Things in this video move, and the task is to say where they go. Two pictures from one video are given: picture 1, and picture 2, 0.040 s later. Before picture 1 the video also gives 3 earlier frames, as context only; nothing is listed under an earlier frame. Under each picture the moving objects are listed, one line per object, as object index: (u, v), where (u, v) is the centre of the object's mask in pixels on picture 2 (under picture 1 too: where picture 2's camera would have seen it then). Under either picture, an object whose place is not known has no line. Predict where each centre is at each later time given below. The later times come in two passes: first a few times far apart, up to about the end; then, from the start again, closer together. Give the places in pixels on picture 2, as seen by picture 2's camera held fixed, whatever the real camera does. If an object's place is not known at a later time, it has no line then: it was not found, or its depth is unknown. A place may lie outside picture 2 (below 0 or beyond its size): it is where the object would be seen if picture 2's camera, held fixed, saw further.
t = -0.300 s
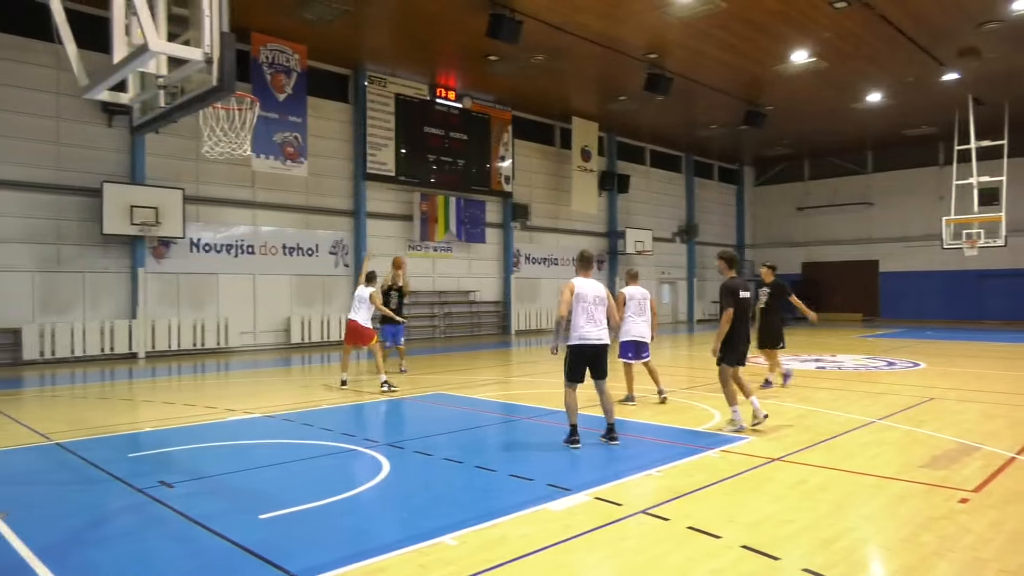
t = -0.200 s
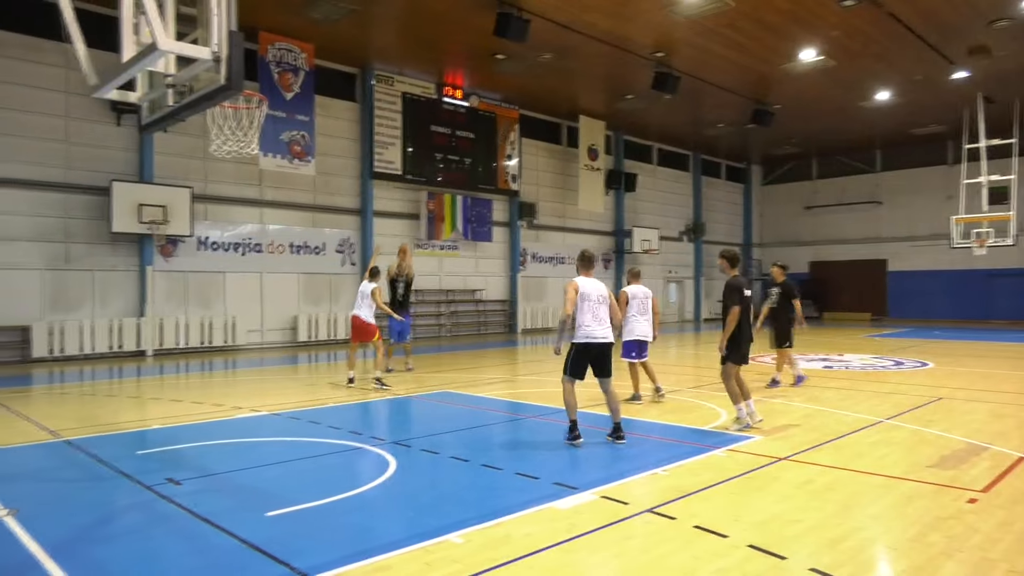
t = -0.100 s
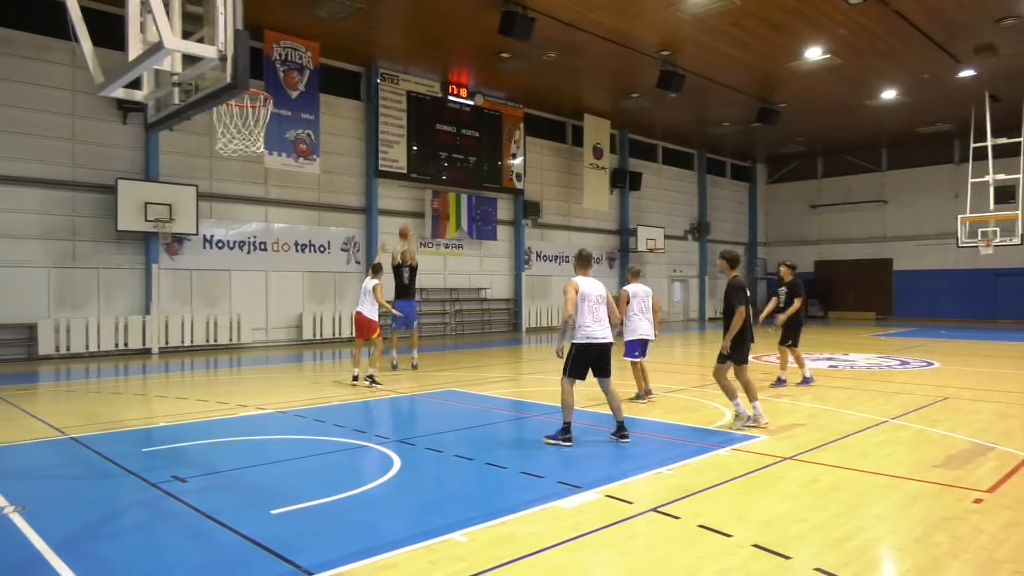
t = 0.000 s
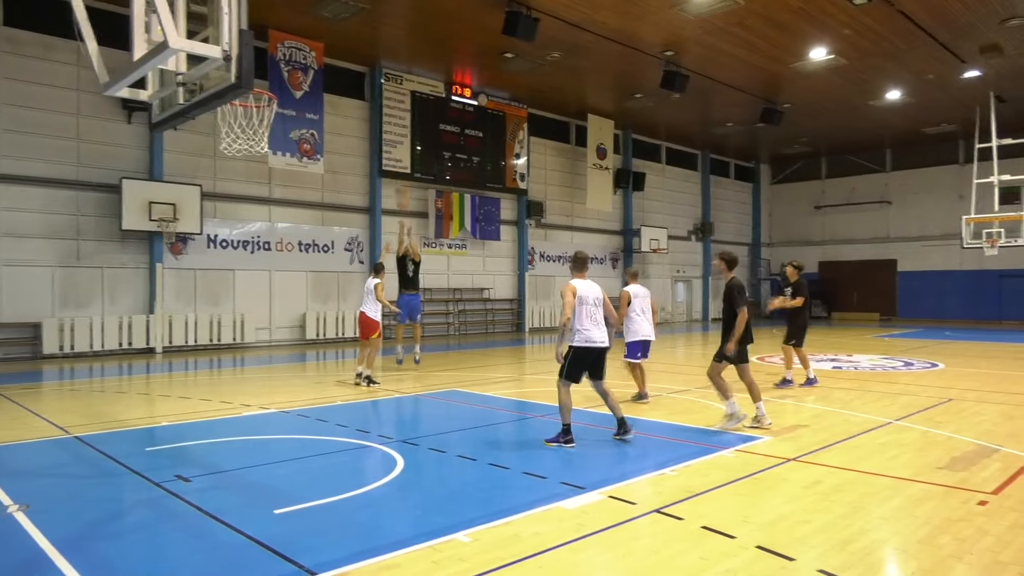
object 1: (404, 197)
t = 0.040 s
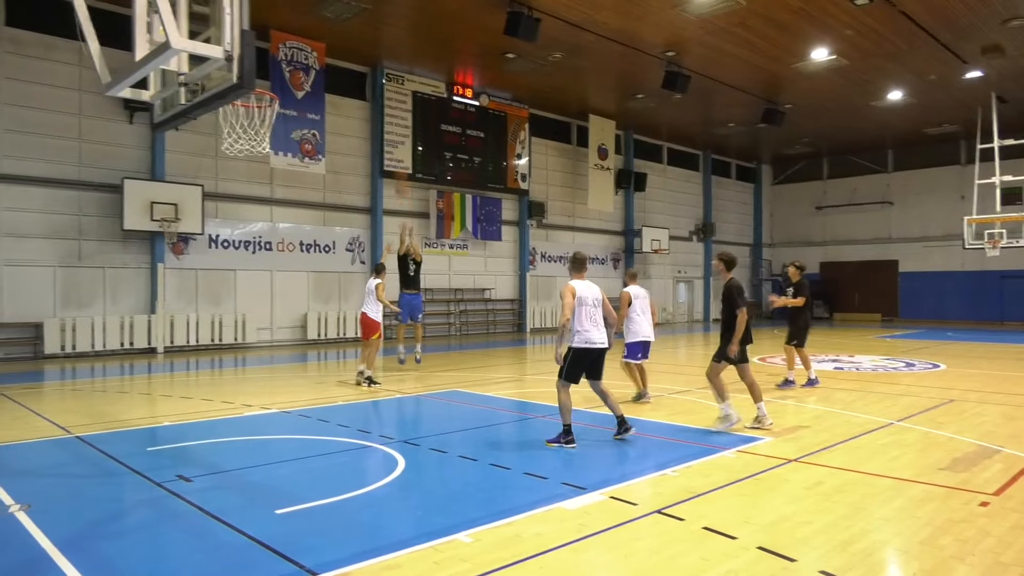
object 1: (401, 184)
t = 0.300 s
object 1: (381, 98)
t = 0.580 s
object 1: (351, 37)
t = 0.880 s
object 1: (309, 24)
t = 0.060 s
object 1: (400, 175)
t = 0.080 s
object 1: (400, 175)
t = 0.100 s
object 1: (396, 161)
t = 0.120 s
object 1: (395, 156)
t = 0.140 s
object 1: (392, 148)
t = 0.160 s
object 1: (390, 144)
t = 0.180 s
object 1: (390, 136)
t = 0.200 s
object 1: (389, 130)
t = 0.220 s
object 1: (388, 122)
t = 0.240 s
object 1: (383, 114)
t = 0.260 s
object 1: (384, 109)
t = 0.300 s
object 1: (381, 98)
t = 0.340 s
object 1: (377, 88)
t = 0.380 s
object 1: (373, 77)
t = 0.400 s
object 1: (372, 72)
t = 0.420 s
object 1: (369, 68)
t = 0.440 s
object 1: (367, 63)
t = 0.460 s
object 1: (365, 58)
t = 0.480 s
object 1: (363, 54)
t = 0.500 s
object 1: (361, 51)
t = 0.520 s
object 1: (358, 47)
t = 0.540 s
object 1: (356, 44)
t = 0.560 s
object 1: (354, 41)
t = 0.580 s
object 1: (351, 37)
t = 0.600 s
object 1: (349, 35)
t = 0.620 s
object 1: (346, 32)
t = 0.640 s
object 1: (344, 30)
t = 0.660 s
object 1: (341, 27)
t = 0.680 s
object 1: (339, 26)
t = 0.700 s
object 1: (336, 24)
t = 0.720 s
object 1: (333, 23)
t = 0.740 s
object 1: (330, 22)
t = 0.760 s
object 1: (328, 21)
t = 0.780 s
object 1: (325, 21)
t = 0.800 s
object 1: (322, 21)
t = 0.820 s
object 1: (318, 22)
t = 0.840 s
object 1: (315, 23)
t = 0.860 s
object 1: (312, 24)
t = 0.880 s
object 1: (309, 24)
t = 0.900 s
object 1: (305, 27)
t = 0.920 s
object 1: (303, 28)
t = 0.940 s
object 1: (299, 32)
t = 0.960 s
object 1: (297, 33)
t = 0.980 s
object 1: (293, 43)
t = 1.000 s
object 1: (287, 44)
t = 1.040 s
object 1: (280, 54)
